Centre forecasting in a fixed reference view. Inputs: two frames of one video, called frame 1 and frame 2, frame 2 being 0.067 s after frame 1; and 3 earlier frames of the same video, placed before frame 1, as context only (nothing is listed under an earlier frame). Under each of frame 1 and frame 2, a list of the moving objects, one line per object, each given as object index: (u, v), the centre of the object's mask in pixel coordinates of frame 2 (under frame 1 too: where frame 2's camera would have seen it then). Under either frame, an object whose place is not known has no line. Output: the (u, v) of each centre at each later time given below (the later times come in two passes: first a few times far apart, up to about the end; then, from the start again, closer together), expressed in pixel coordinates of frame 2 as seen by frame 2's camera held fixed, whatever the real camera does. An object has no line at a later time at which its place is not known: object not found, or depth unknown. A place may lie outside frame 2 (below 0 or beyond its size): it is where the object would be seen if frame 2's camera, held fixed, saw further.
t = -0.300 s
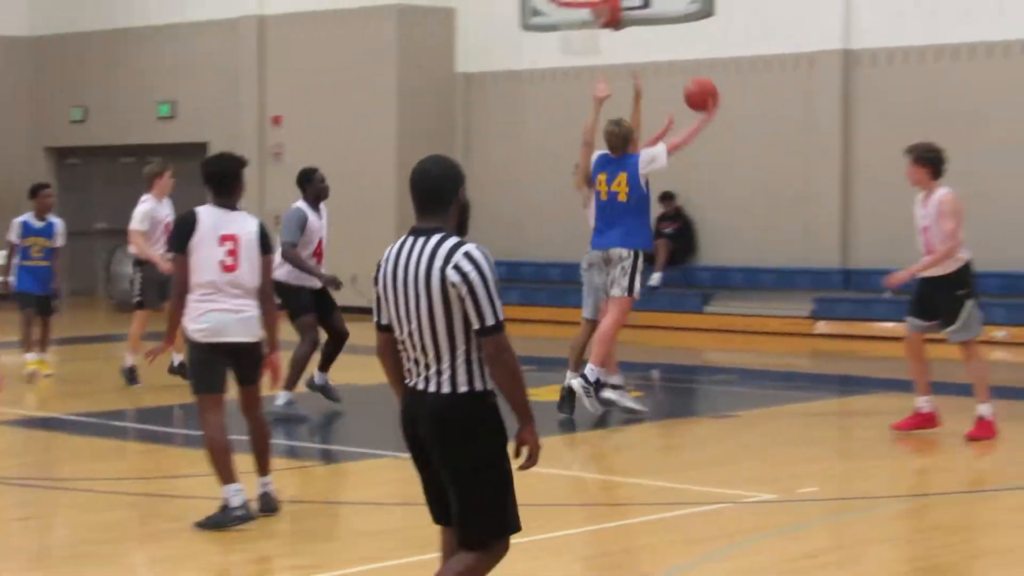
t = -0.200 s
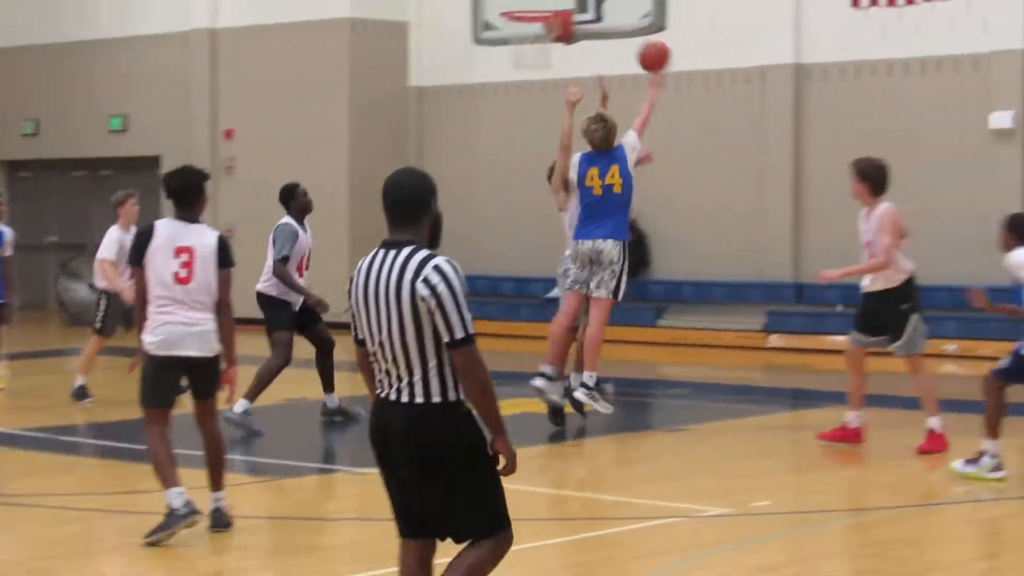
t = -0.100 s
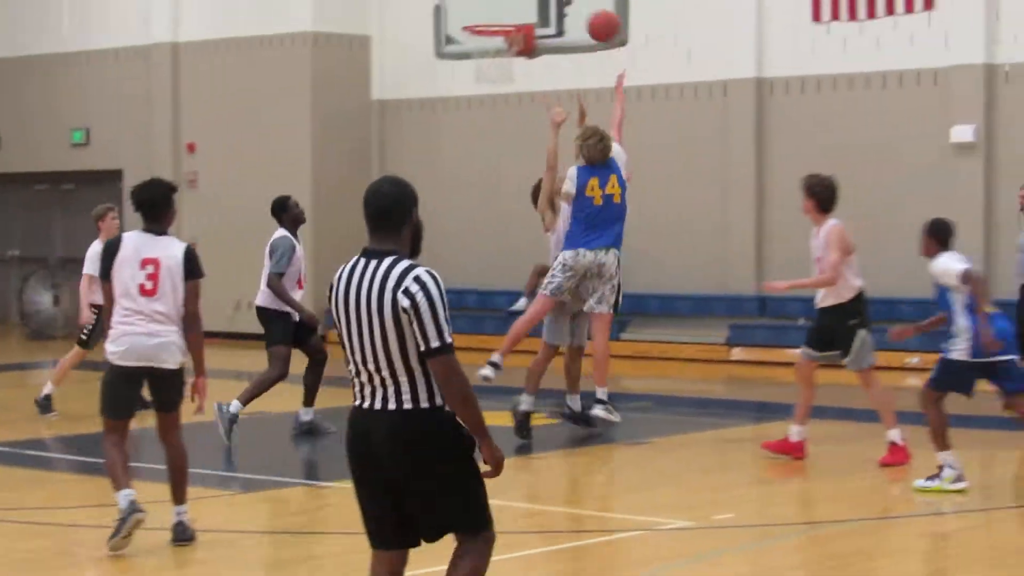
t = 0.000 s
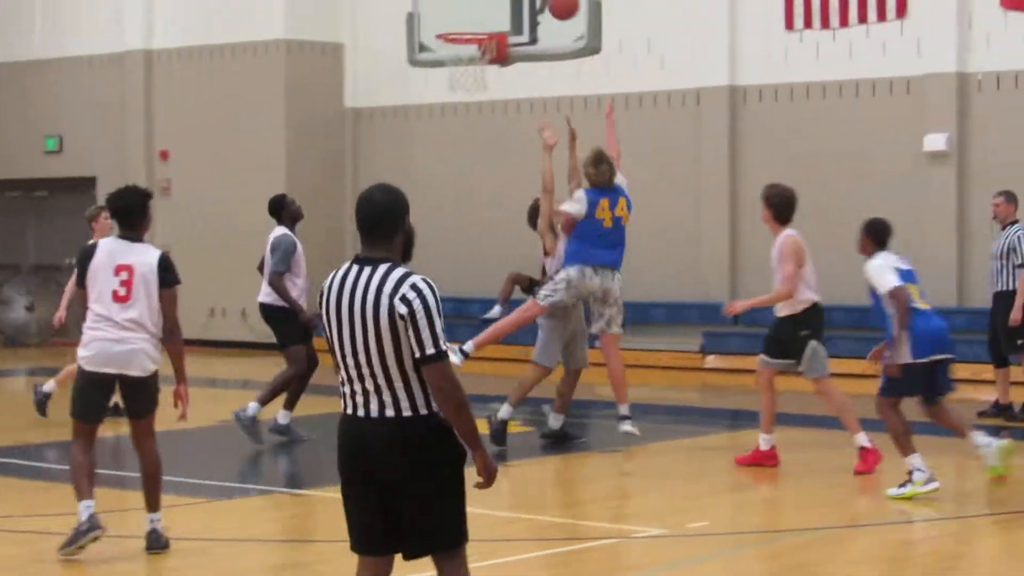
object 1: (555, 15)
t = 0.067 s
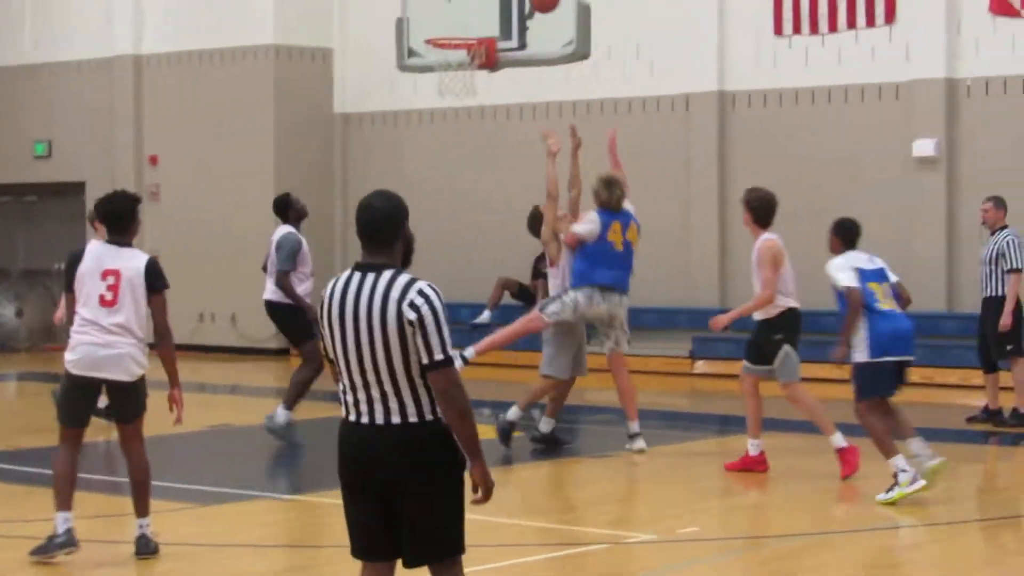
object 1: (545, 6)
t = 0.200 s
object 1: (526, -4)
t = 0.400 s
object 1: (497, 13)
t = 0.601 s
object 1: (457, 27)
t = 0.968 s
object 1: (431, 80)
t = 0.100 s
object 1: (540, 2)
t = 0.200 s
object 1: (526, -4)
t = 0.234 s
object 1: (522, -5)
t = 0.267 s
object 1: (518, -4)
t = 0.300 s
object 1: (514, 0)
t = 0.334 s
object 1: (512, 6)
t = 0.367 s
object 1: (506, 11)
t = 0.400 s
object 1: (497, 13)
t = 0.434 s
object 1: (490, 16)
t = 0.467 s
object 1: (482, 22)
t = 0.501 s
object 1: (474, 25)
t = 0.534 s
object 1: (468, 25)
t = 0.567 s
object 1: (463, 25)
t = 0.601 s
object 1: (457, 27)
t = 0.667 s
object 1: (444, 40)
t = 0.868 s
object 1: (427, 67)
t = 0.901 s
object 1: (427, 71)
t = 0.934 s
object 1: (429, 75)
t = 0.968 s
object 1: (431, 80)
